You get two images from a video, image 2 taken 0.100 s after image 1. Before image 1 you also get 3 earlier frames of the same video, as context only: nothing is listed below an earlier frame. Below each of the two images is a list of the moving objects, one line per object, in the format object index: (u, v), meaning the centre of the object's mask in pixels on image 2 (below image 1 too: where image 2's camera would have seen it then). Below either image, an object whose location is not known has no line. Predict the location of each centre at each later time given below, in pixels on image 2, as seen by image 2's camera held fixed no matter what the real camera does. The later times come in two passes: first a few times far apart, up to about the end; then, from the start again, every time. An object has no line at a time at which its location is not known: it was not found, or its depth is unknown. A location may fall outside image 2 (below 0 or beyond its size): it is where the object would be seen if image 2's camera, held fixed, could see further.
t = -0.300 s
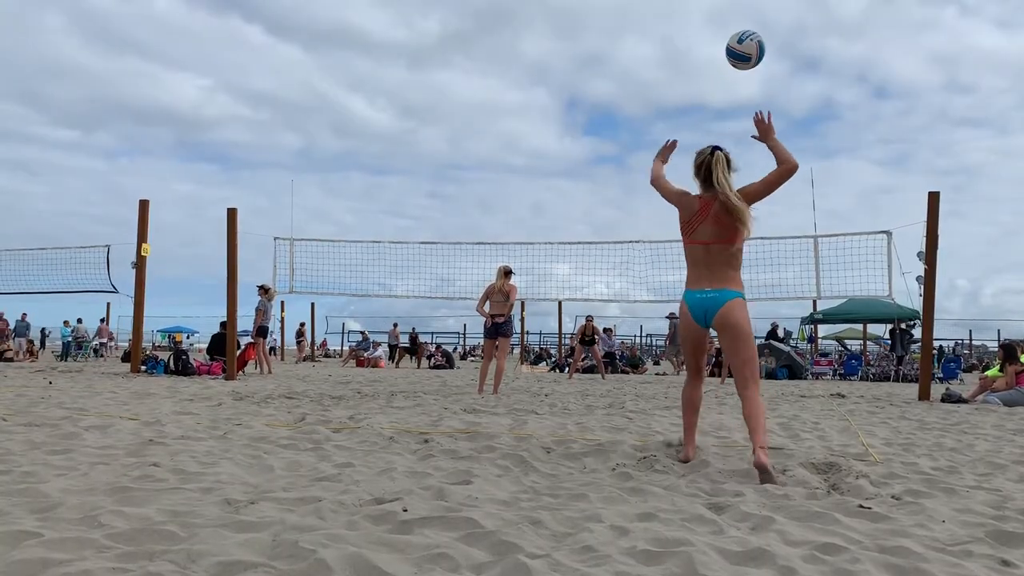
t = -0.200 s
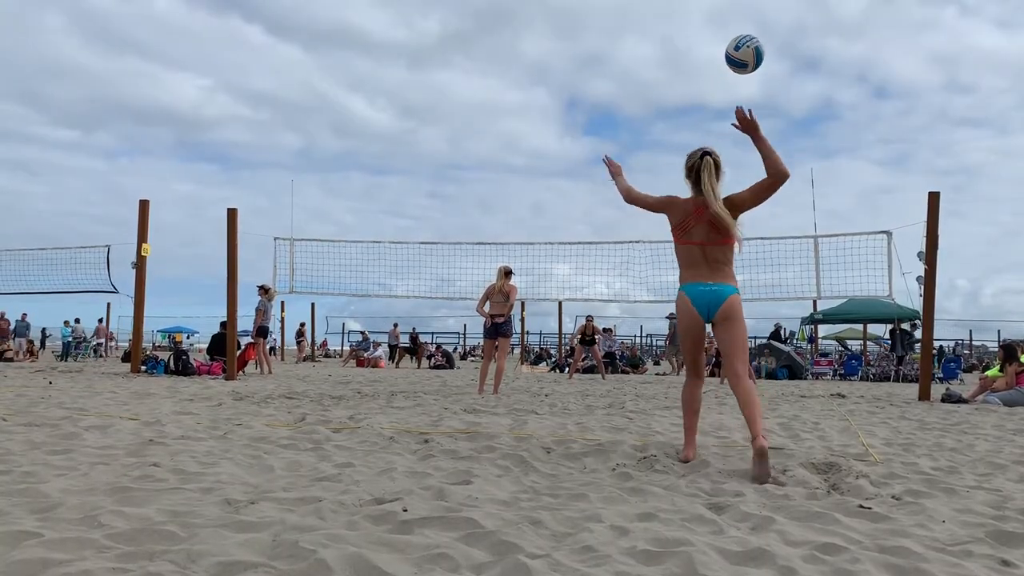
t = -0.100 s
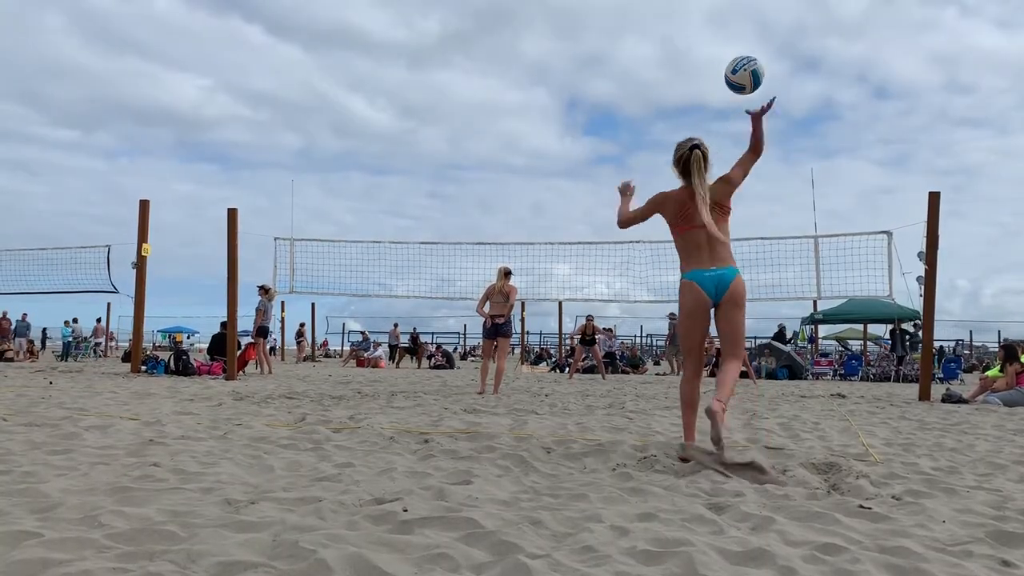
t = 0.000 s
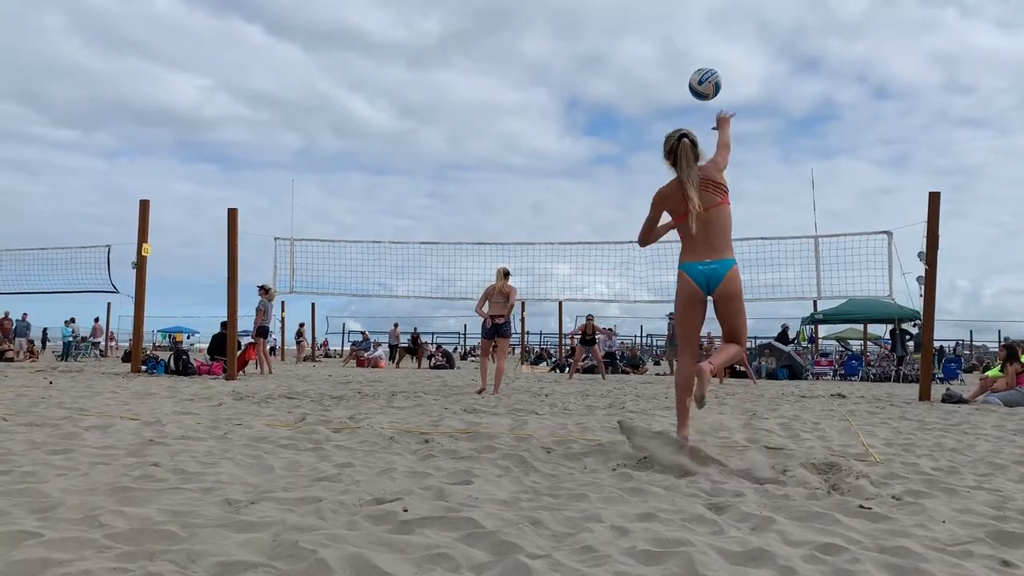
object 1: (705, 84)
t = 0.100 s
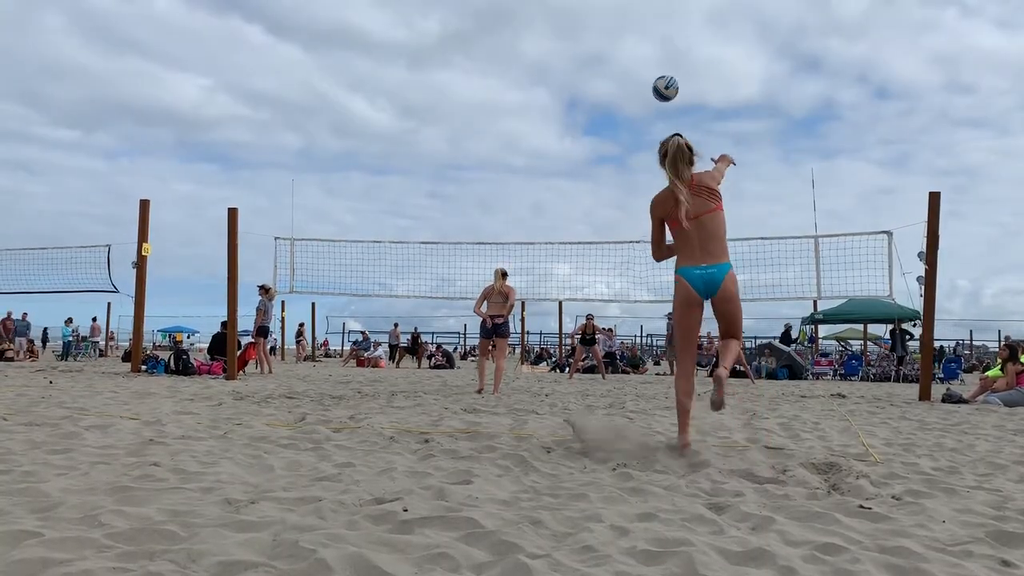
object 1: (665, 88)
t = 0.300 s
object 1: (624, 120)
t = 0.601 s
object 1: (594, 187)
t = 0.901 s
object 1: (575, 276)
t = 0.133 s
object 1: (655, 92)
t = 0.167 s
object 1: (647, 97)
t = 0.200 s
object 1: (640, 102)
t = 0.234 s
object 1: (634, 108)
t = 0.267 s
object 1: (629, 114)
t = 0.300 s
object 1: (624, 120)
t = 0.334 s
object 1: (620, 127)
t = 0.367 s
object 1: (615, 134)
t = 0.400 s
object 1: (612, 141)
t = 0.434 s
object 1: (608, 148)
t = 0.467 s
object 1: (604, 156)
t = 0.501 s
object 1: (602, 163)
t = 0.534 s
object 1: (599, 171)
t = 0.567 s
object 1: (597, 179)
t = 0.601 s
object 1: (594, 187)
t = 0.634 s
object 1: (591, 196)
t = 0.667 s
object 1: (589, 205)
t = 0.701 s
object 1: (586, 215)
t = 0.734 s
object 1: (584, 224)
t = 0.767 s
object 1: (582, 234)
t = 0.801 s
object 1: (580, 245)
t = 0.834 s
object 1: (578, 255)
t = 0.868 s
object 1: (576, 265)
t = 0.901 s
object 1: (575, 276)
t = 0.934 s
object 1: (573, 286)
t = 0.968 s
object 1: (572, 297)
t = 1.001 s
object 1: (571, 308)
